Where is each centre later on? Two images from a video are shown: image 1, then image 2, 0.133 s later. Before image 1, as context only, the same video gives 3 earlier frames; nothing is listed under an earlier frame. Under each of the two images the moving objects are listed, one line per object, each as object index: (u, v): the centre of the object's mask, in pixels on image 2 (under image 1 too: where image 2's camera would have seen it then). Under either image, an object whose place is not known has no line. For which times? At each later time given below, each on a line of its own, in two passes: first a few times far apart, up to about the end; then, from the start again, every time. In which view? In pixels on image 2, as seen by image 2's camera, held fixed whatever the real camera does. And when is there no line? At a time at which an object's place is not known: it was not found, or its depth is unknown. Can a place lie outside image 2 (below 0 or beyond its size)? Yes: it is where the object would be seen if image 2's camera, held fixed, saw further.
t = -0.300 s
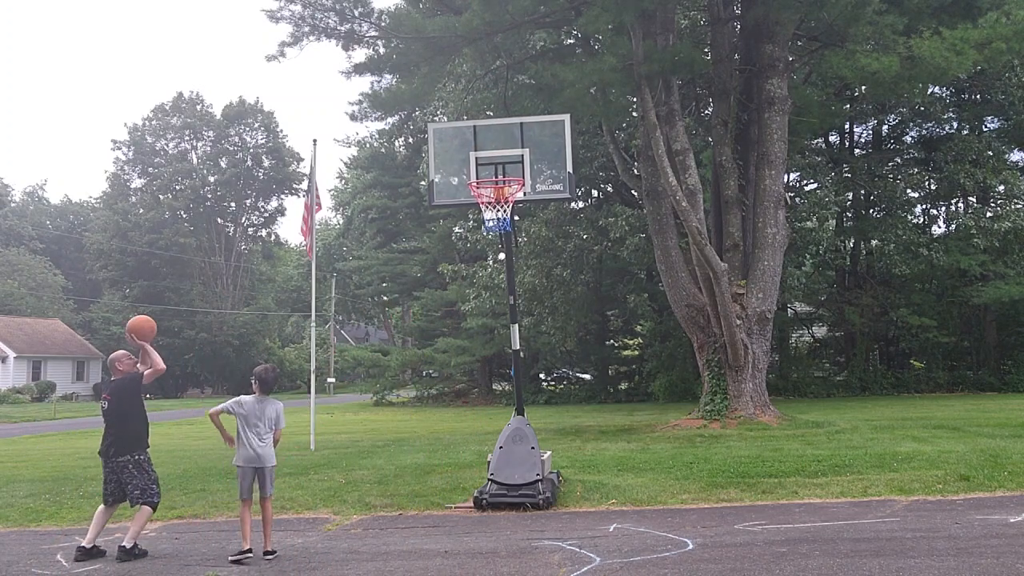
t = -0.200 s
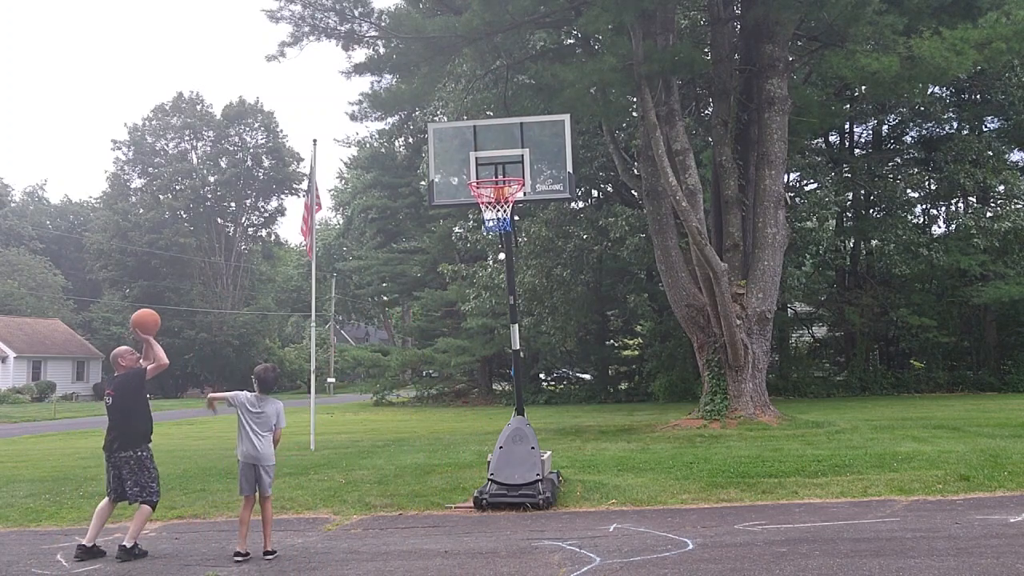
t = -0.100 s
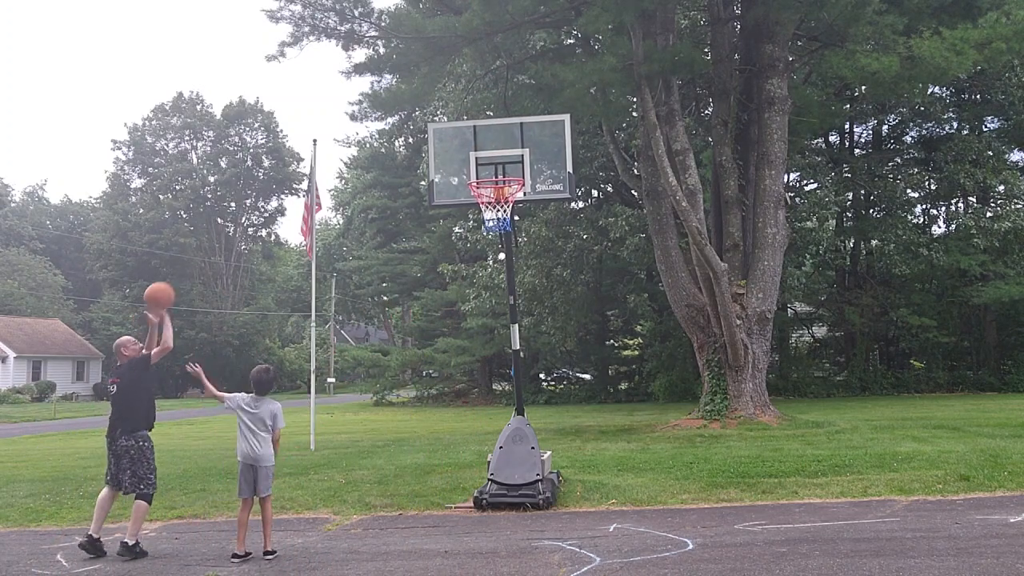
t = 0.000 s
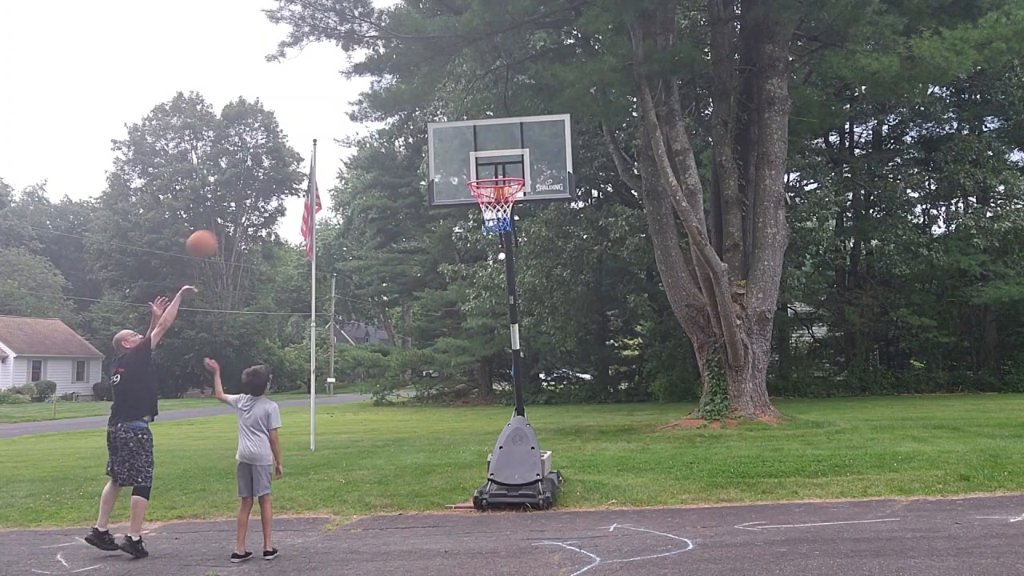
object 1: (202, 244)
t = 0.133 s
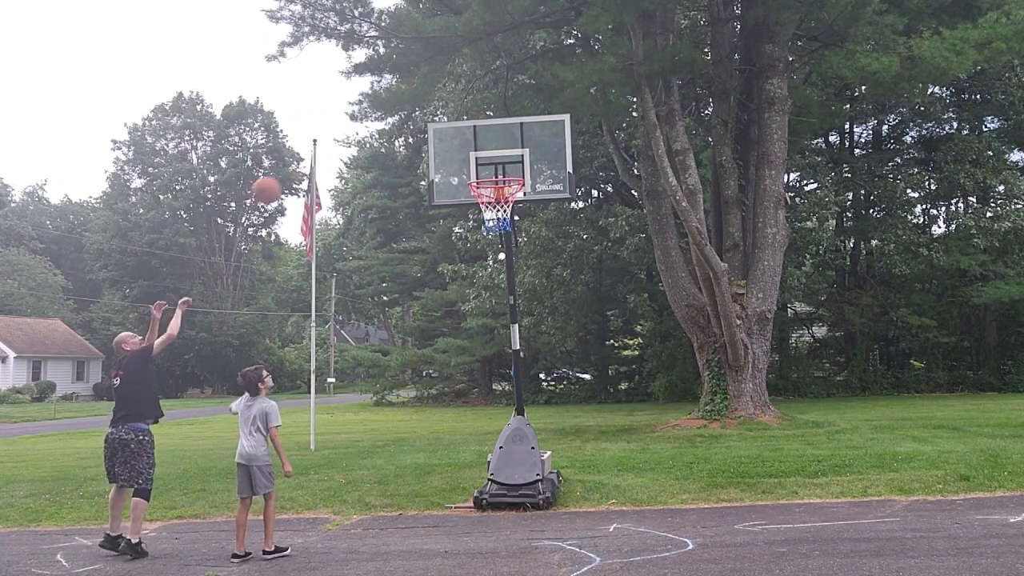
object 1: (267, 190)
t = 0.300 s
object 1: (345, 151)
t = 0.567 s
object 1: (459, 150)
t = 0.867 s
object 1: (515, 154)
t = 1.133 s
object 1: (534, 189)
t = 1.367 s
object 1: (553, 292)
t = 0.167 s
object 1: (282, 180)
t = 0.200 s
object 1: (297, 171)
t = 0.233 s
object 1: (314, 164)
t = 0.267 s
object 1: (329, 156)
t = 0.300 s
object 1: (345, 151)
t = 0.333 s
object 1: (359, 147)
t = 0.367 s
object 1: (374, 144)
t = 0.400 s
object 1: (388, 141)
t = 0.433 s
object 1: (403, 141)
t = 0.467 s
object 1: (416, 142)
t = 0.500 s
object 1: (432, 143)
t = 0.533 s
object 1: (446, 146)
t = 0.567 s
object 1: (459, 150)
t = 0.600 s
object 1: (473, 155)
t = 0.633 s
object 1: (487, 162)
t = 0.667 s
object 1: (499, 168)
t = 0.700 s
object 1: (506, 169)
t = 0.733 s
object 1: (508, 167)
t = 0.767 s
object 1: (510, 163)
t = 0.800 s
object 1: (511, 159)
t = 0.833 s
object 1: (513, 156)
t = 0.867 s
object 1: (515, 154)
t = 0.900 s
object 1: (517, 154)
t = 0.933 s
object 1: (519, 155)
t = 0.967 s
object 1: (522, 157)
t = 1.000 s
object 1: (524, 161)
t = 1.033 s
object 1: (527, 166)
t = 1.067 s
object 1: (529, 172)
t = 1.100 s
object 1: (532, 180)
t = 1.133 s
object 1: (534, 189)
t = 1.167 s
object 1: (536, 200)
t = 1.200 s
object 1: (538, 210)
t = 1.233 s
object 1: (540, 223)
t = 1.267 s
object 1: (543, 238)
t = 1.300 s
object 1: (546, 253)
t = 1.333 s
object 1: (549, 272)
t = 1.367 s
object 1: (553, 292)
